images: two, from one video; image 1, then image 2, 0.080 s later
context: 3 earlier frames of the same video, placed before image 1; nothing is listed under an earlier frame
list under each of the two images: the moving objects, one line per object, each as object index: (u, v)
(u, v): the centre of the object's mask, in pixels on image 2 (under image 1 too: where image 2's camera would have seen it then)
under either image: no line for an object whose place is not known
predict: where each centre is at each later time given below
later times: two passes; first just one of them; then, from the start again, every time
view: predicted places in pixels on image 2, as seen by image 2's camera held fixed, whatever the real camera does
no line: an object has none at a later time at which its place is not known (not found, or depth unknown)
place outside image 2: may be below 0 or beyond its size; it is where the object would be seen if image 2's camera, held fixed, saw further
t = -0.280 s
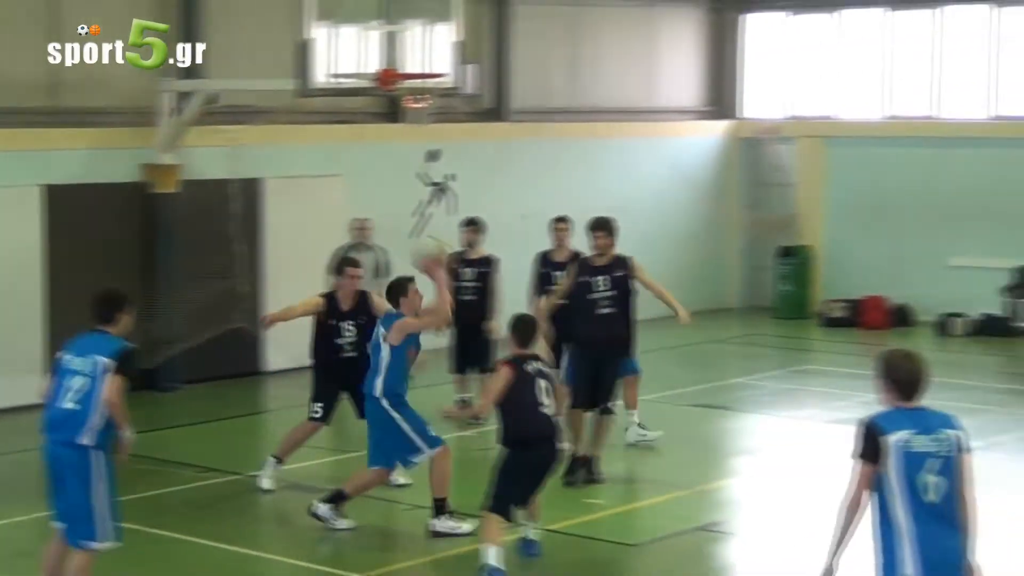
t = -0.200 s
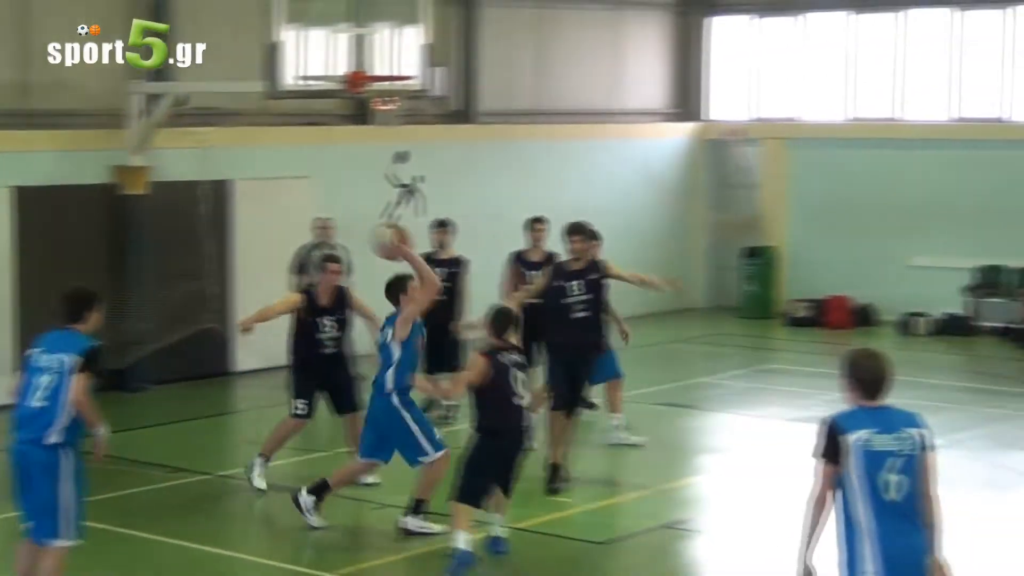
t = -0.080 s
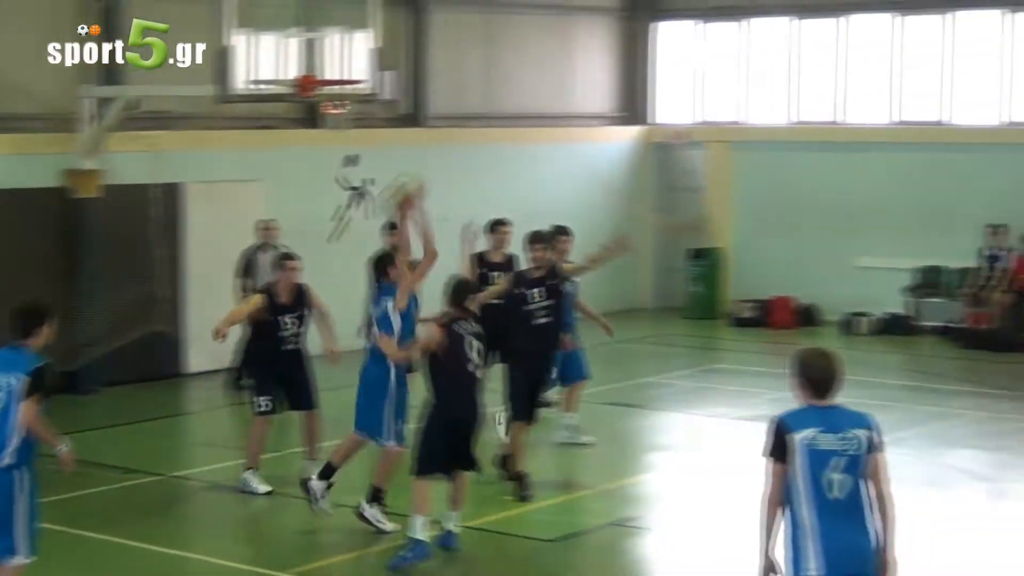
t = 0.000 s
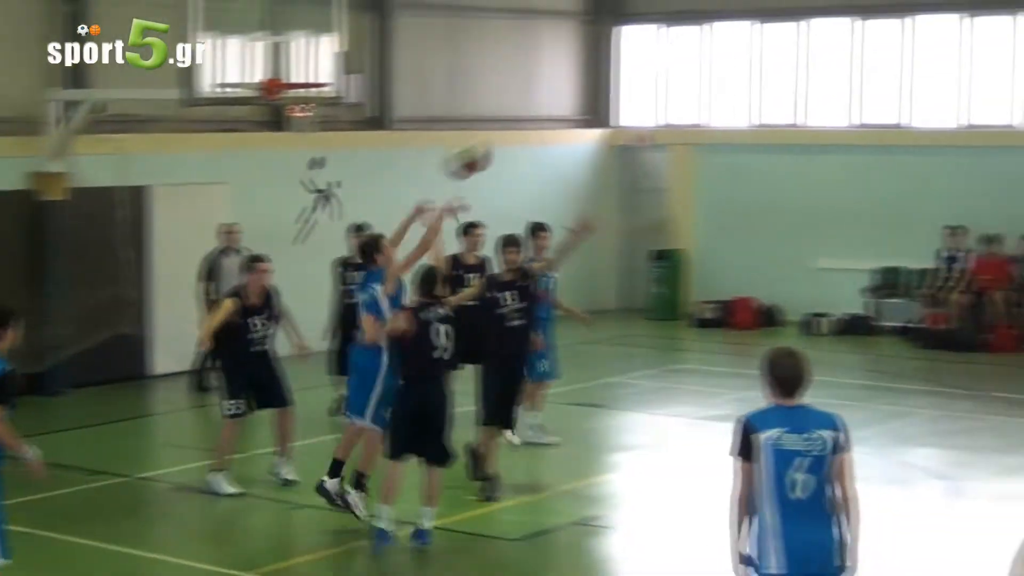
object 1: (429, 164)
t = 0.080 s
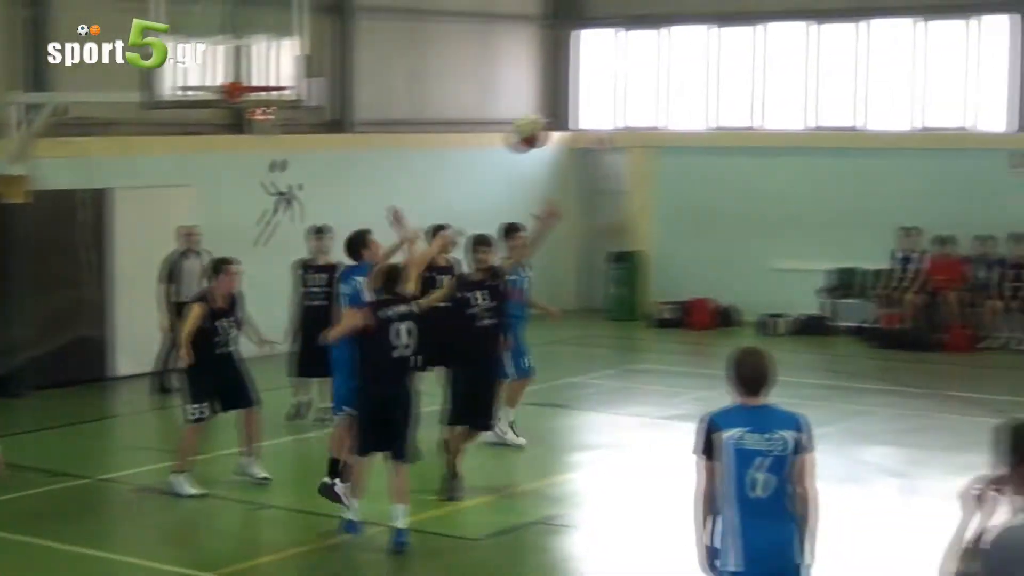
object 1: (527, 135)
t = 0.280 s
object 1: (755, 108)
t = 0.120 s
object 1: (575, 124)
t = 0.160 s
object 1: (622, 116)
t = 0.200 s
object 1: (668, 112)
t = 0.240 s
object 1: (712, 109)
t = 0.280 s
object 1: (755, 108)
